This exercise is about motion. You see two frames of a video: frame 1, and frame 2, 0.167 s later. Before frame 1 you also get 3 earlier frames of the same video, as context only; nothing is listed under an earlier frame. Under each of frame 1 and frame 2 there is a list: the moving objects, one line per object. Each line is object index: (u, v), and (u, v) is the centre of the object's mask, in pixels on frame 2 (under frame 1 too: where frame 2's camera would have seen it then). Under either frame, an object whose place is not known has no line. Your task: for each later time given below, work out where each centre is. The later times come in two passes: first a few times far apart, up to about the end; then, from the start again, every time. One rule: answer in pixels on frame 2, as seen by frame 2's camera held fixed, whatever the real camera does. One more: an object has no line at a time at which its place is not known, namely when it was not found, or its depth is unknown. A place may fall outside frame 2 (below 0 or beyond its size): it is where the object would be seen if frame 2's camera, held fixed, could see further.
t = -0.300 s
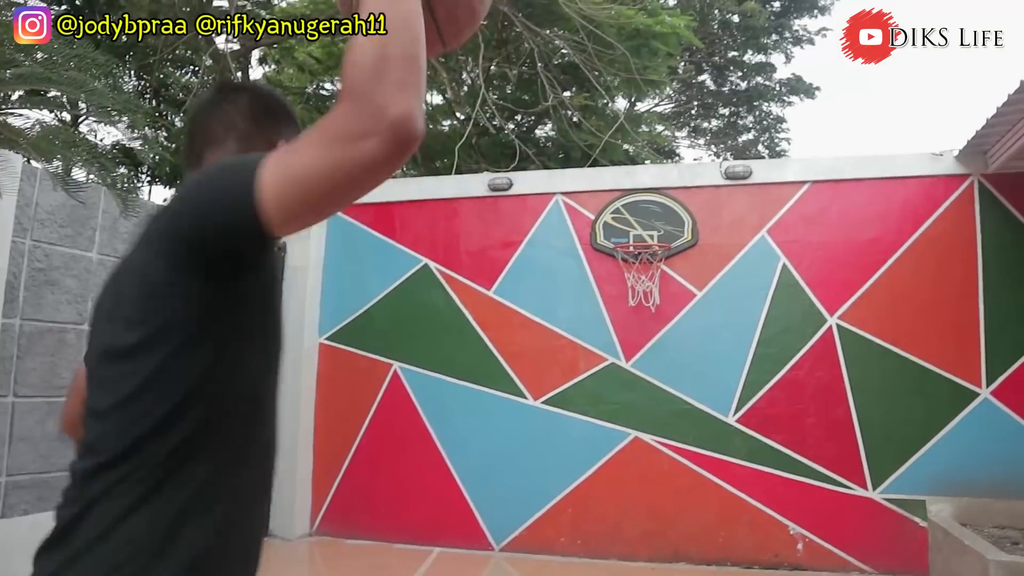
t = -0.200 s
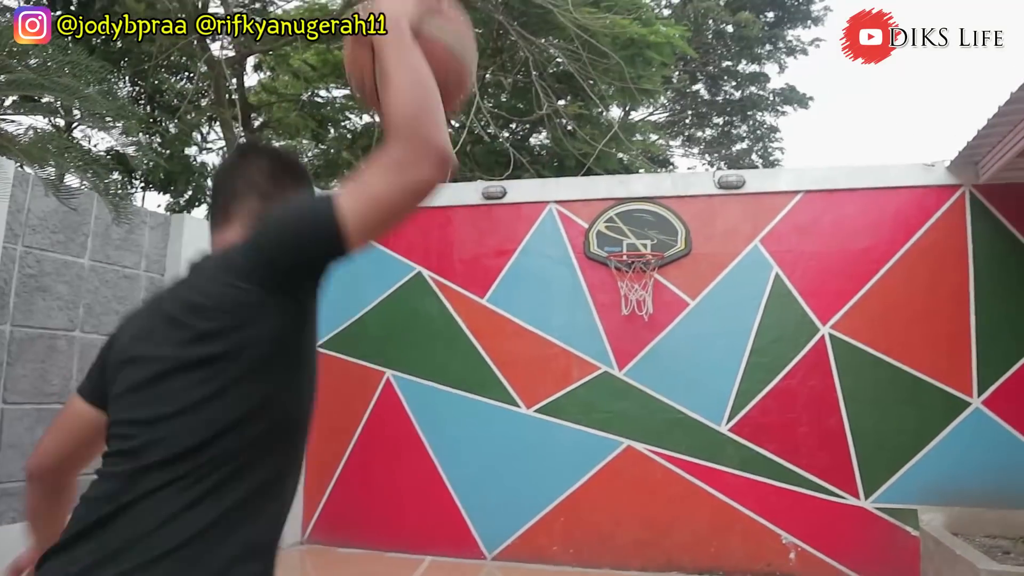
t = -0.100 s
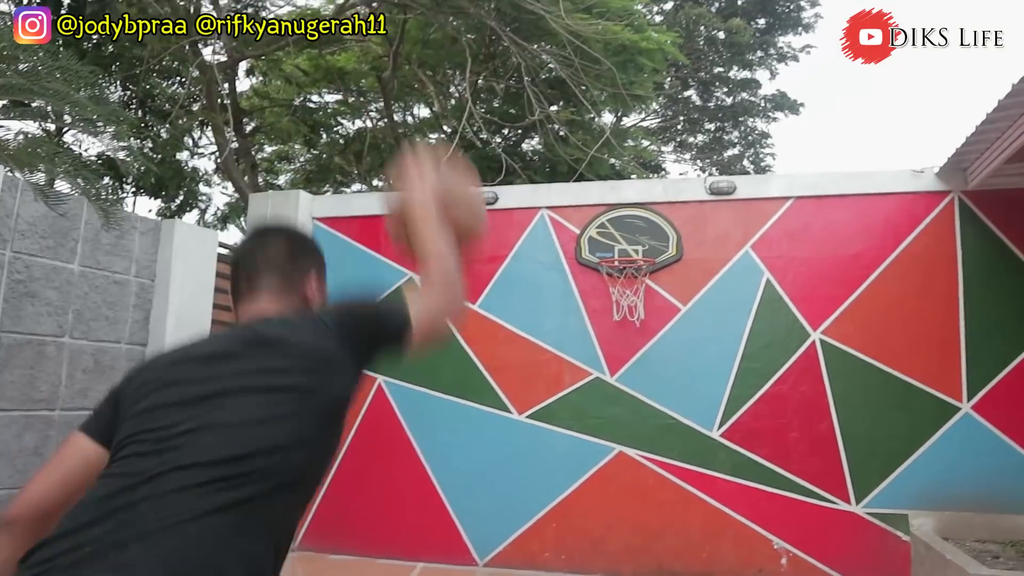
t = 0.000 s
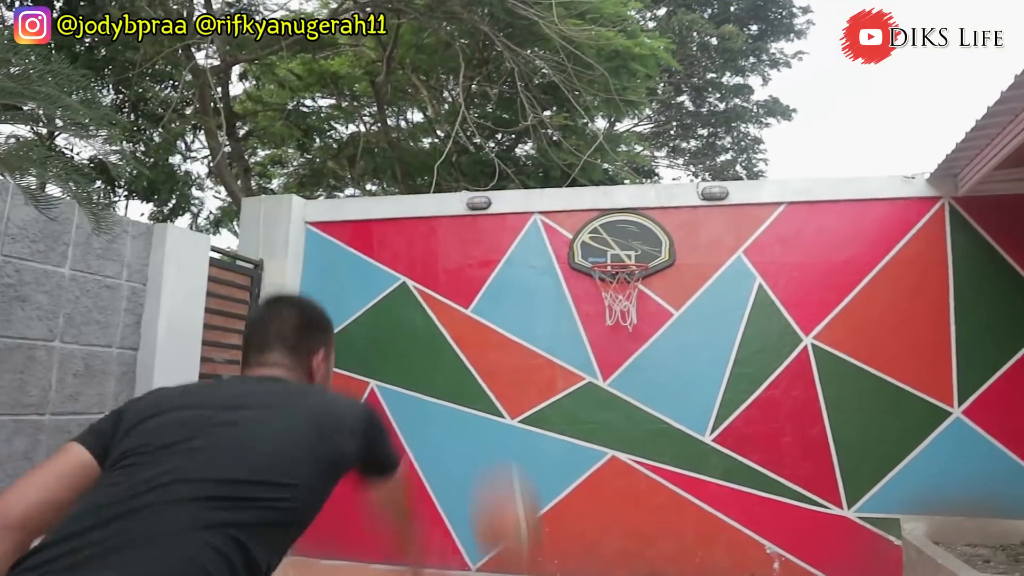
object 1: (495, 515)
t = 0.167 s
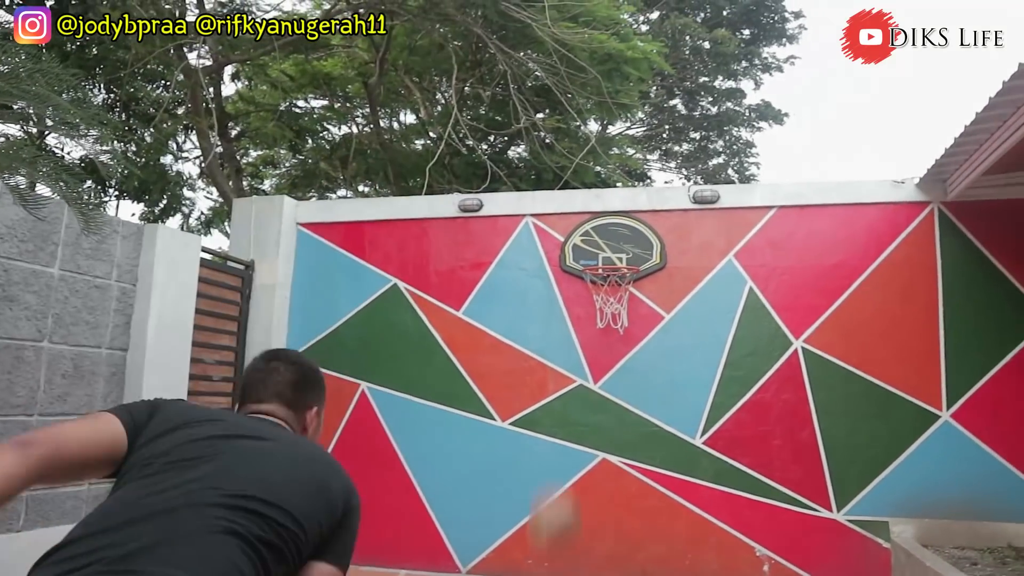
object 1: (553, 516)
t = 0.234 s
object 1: (568, 415)
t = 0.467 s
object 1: (594, 203)
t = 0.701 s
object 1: (612, 141)
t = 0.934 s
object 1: (627, 156)
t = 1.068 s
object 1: (636, 181)
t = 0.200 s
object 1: (560, 458)
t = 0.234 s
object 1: (568, 415)
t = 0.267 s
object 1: (571, 374)
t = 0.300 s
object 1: (576, 331)
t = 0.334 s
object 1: (579, 297)
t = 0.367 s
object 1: (583, 270)
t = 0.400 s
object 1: (588, 244)
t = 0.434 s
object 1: (590, 223)
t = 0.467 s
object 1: (594, 203)
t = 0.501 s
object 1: (597, 187)
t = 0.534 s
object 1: (599, 174)
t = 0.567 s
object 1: (602, 165)
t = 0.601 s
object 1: (605, 155)
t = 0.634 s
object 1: (607, 149)
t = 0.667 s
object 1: (610, 144)
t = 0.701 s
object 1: (612, 141)
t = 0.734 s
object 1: (614, 140)
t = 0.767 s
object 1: (616, 139)
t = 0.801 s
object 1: (619, 139)
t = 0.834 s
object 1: (621, 142)
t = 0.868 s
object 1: (623, 145)
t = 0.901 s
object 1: (625, 150)
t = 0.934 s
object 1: (627, 156)
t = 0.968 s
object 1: (629, 164)
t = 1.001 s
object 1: (631, 170)
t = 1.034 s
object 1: (633, 177)
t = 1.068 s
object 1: (636, 181)
